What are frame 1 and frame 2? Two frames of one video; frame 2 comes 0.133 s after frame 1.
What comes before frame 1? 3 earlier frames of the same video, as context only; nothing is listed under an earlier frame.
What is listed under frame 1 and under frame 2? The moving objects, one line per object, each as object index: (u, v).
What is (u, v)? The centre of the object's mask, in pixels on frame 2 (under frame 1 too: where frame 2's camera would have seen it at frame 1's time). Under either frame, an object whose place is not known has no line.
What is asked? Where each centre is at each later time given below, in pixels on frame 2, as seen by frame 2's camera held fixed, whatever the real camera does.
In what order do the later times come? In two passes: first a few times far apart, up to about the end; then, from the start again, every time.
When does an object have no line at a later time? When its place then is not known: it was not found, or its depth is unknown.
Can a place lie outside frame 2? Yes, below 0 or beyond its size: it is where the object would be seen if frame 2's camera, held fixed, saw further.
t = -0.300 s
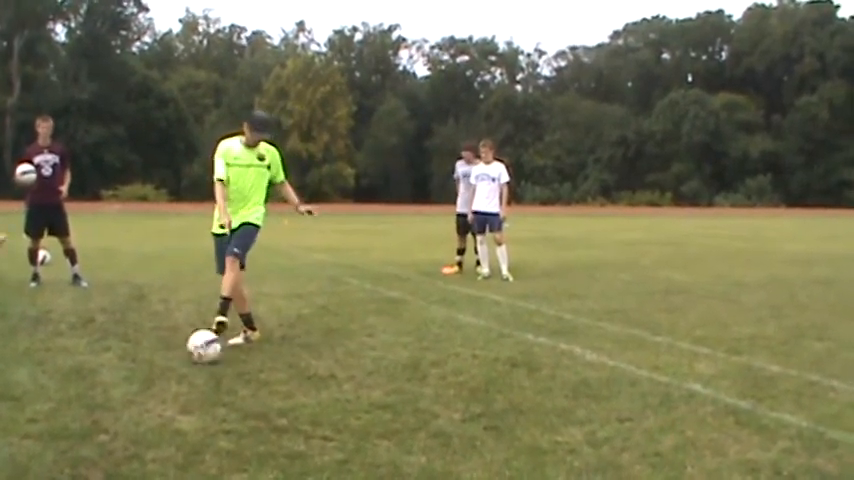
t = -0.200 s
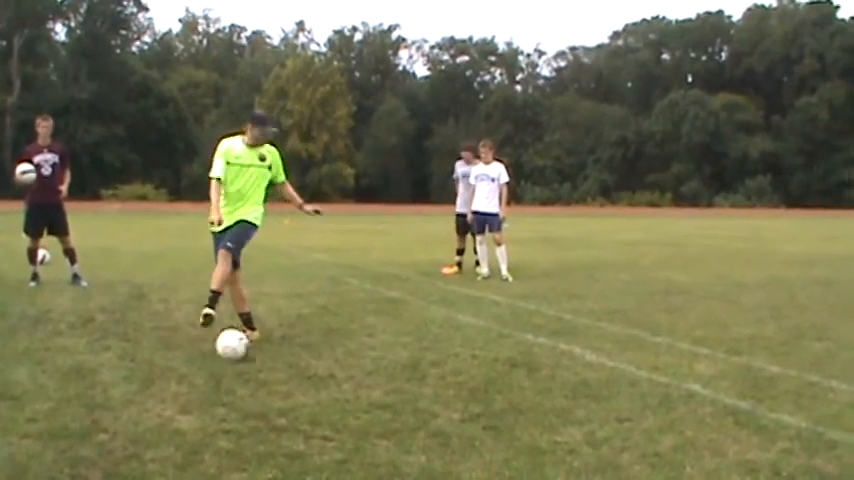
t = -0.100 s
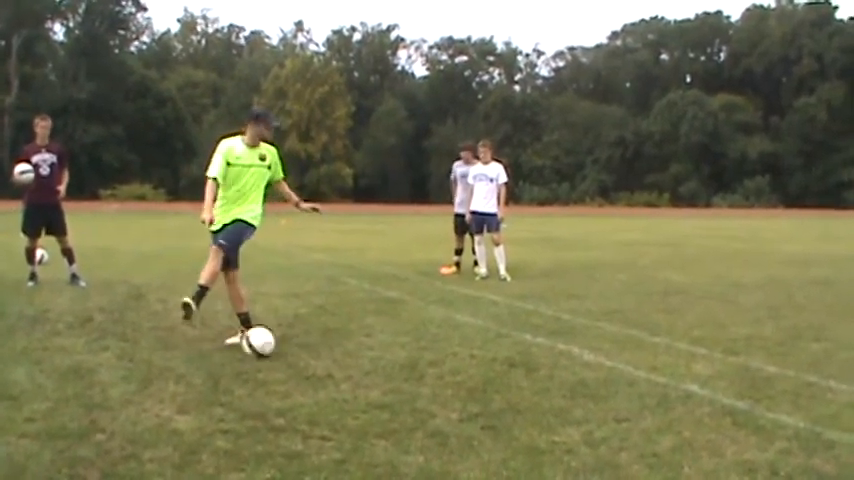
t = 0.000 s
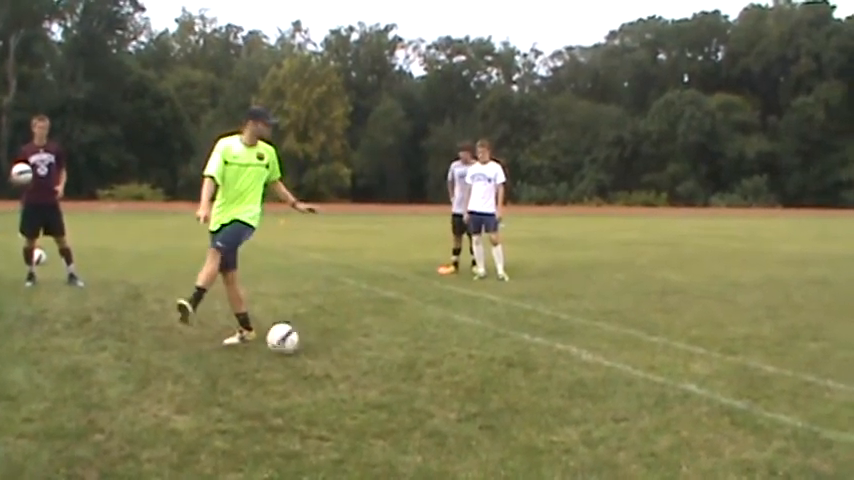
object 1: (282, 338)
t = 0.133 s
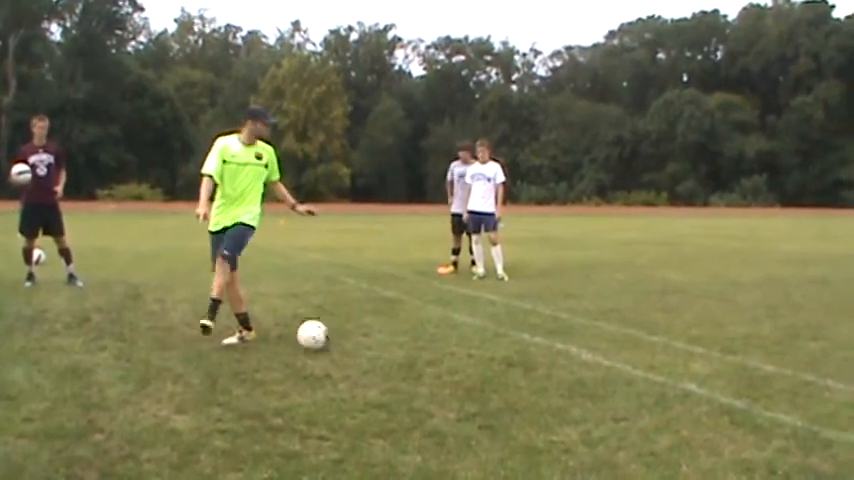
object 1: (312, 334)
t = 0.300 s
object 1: (347, 332)
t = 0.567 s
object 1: (394, 326)
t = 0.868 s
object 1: (437, 323)
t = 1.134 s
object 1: (464, 319)
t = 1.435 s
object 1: (487, 317)
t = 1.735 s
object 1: (502, 314)
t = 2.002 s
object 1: (510, 314)
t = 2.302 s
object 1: (513, 313)
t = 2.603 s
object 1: (513, 313)
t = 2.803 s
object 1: (512, 313)
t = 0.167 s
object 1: (320, 334)
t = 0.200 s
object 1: (327, 334)
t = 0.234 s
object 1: (334, 333)
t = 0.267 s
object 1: (341, 332)
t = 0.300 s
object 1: (347, 332)
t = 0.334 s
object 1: (354, 330)
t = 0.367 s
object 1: (360, 329)
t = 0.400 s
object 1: (366, 329)
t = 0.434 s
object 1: (373, 329)
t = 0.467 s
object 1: (379, 328)
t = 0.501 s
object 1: (384, 328)
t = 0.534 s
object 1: (389, 327)
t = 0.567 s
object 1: (394, 326)
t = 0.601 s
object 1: (399, 326)
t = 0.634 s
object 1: (405, 326)
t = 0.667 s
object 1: (410, 325)
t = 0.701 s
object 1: (415, 324)
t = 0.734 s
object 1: (420, 324)
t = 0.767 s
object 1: (424, 324)
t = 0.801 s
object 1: (428, 324)
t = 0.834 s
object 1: (433, 323)
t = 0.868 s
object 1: (437, 323)
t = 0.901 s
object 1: (441, 322)
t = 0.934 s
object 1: (445, 321)
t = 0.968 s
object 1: (449, 320)
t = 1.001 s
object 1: (453, 320)
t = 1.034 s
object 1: (456, 320)
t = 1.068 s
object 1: (459, 320)
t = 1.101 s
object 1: (462, 319)
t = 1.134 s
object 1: (464, 319)
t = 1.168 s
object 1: (468, 318)
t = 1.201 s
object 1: (470, 318)
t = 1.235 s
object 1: (473, 317)
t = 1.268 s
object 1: (476, 316)
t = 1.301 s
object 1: (478, 316)
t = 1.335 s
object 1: (480, 316)
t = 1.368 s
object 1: (482, 317)
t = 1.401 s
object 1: (485, 317)
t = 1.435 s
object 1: (487, 317)
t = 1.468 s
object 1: (489, 316)
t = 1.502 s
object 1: (491, 315)
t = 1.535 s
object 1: (492, 315)
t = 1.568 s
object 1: (494, 315)
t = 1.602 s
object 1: (495, 314)
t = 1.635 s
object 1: (497, 314)
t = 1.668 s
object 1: (499, 314)
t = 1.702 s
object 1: (500, 315)
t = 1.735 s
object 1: (502, 314)
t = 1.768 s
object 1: (503, 313)
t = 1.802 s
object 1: (505, 314)
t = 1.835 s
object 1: (506, 314)
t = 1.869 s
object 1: (506, 314)
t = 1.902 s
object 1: (507, 314)
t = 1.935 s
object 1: (508, 314)
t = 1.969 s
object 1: (509, 314)
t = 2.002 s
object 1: (510, 314)
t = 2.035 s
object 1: (510, 314)
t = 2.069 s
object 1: (511, 314)
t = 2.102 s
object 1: (511, 314)
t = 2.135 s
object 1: (512, 313)
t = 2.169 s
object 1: (512, 313)
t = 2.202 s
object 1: (512, 313)
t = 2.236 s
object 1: (513, 313)
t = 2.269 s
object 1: (513, 313)
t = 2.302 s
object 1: (513, 313)
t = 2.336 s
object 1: (513, 313)
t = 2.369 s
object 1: (514, 313)
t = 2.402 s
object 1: (514, 313)
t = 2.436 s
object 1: (513, 313)
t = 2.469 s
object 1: (514, 313)
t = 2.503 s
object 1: (514, 313)
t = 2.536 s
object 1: (513, 313)
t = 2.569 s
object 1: (513, 313)
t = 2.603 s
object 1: (513, 313)
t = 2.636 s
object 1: (513, 313)
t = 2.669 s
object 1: (513, 313)
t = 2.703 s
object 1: (513, 313)
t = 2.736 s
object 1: (513, 313)
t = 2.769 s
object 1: (513, 313)
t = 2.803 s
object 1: (512, 313)
